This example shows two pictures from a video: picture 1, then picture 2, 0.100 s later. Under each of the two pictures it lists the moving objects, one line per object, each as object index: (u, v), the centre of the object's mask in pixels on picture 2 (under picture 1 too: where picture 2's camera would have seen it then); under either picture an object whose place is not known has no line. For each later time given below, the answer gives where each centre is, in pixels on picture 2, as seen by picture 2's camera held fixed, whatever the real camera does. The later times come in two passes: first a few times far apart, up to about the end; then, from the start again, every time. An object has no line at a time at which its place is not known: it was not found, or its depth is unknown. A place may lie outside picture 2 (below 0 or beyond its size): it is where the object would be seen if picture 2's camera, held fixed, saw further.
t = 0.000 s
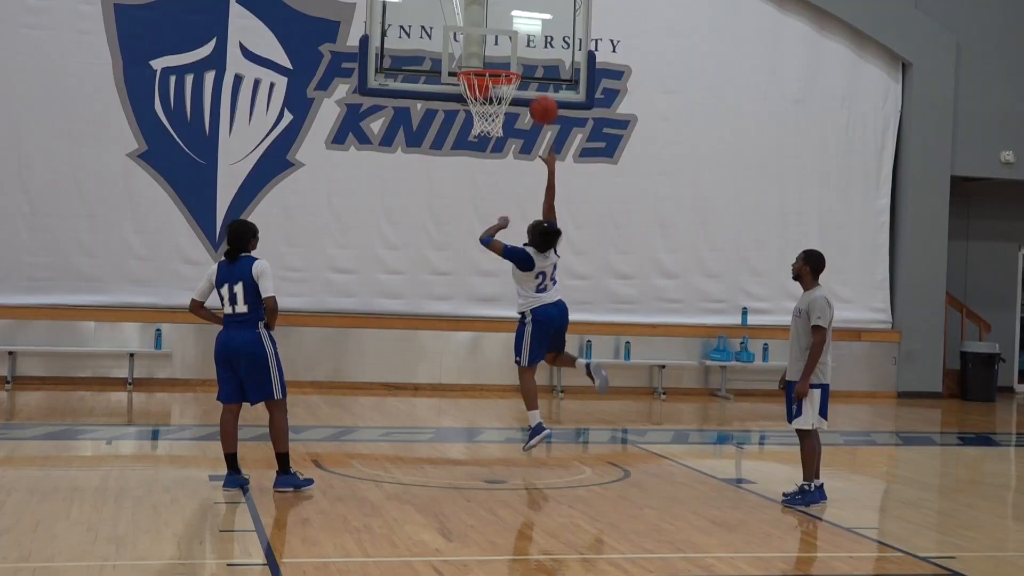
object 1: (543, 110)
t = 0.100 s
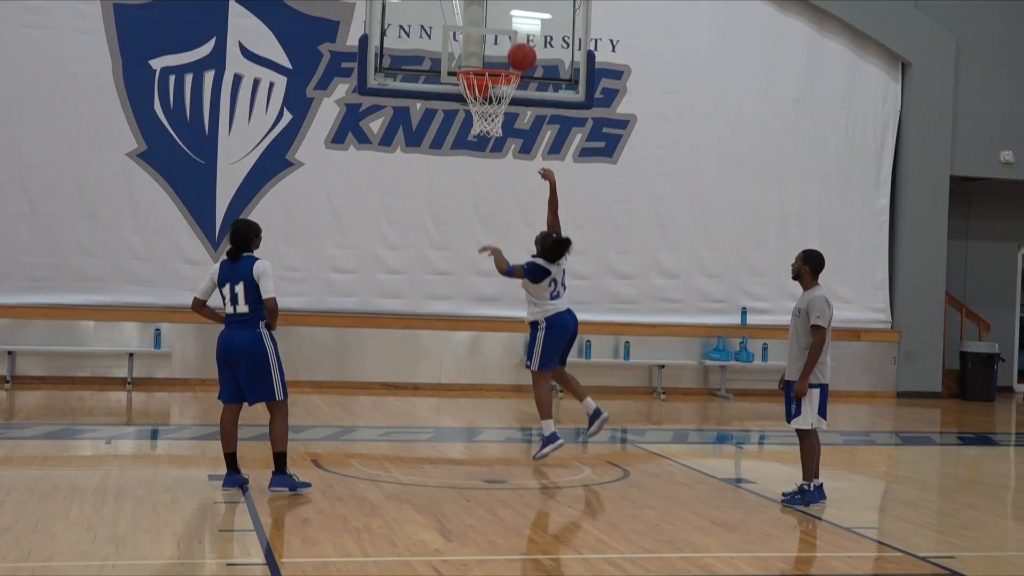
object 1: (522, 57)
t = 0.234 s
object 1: (503, 35)
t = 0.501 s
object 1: (477, 57)
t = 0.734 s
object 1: (492, 53)
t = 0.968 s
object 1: (505, 56)
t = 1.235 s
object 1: (508, 59)
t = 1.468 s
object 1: (500, 96)
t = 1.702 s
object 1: (478, 153)
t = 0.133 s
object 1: (516, 46)
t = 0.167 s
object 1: (512, 41)
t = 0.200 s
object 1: (506, 36)
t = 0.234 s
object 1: (503, 35)
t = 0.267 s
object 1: (499, 35)
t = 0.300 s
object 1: (495, 37)
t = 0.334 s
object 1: (491, 40)
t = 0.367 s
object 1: (486, 46)
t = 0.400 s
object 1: (481, 53)
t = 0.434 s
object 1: (477, 58)
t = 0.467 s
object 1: (476, 59)
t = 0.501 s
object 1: (477, 57)
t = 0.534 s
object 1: (480, 54)
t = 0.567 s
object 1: (481, 54)
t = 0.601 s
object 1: (482, 54)
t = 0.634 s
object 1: (484, 55)
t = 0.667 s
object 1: (485, 57)
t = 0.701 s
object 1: (489, 54)
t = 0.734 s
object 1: (492, 53)
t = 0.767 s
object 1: (494, 53)
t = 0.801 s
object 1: (496, 54)
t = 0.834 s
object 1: (499, 56)
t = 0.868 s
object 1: (501, 56)
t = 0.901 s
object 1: (503, 56)
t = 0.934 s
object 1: (504, 56)
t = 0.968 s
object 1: (505, 56)
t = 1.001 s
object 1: (506, 57)
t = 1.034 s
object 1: (508, 57)
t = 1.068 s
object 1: (508, 57)
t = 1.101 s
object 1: (509, 57)
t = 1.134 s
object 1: (509, 58)
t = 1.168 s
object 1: (509, 58)
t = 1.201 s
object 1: (509, 59)
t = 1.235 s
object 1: (508, 59)
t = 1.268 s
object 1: (507, 60)
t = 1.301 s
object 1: (507, 61)
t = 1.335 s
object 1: (506, 63)
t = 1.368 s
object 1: (504, 74)
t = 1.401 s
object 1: (503, 80)
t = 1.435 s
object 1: (501, 87)
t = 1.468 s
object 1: (500, 96)
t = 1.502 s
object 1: (496, 105)
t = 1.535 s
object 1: (493, 115)
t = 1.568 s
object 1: (492, 121)
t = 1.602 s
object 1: (489, 131)
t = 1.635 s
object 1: (486, 134)
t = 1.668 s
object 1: (483, 140)
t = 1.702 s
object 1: (478, 153)
